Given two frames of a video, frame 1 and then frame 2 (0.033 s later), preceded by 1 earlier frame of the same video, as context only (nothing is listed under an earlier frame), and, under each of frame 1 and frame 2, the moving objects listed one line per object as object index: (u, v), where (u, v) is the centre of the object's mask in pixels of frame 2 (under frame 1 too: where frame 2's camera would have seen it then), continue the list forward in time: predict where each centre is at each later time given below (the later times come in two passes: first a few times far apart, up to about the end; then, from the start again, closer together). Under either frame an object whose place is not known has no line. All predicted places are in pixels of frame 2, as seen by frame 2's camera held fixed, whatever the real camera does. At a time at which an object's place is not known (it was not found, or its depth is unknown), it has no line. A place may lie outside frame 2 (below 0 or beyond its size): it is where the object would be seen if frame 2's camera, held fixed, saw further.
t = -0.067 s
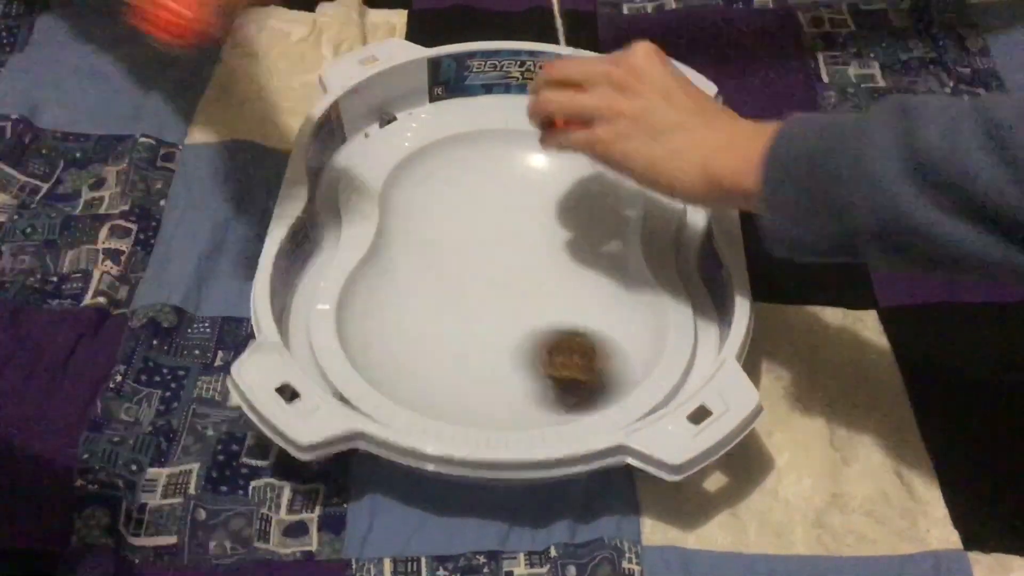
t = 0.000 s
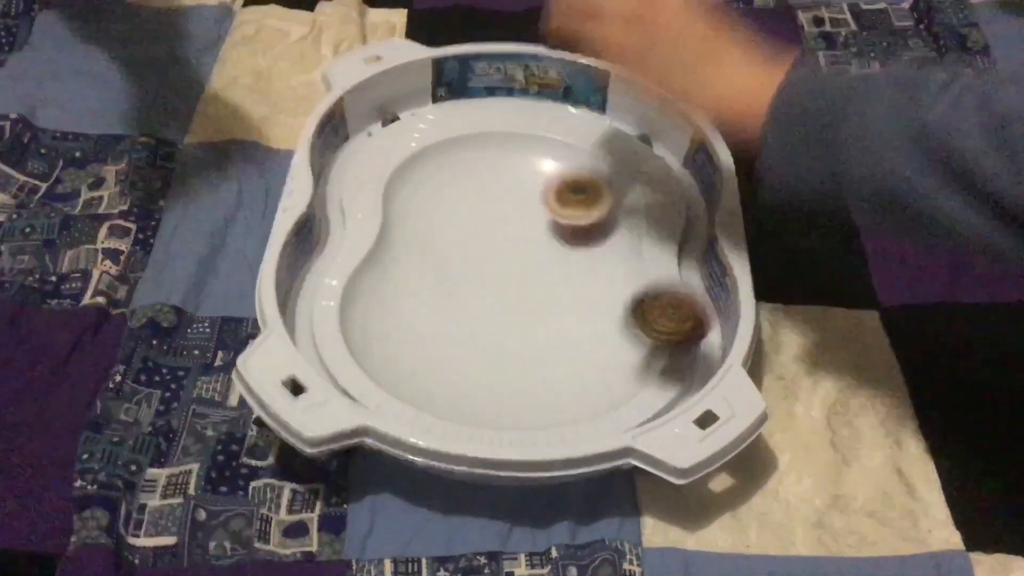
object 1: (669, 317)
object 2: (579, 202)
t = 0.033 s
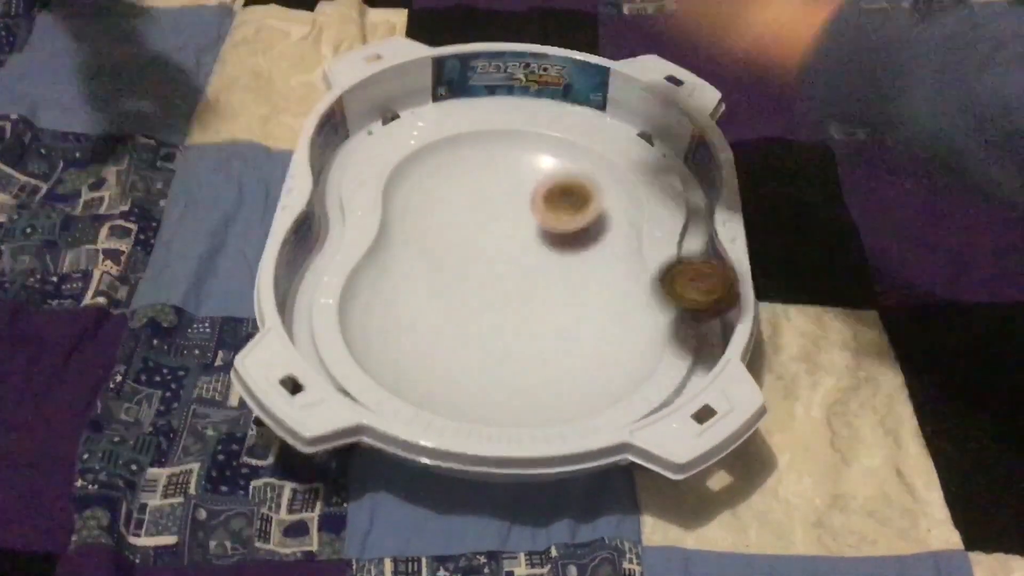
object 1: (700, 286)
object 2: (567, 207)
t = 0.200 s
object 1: (659, 231)
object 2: (485, 217)
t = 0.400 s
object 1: (525, 182)
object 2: (447, 151)
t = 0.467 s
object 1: (532, 185)
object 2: (438, 135)
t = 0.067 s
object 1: (726, 265)
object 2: (553, 214)
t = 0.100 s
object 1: (726, 244)
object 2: (537, 220)
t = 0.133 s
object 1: (716, 231)
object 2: (520, 222)
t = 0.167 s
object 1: (688, 226)
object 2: (502, 221)
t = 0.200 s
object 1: (659, 231)
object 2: (485, 217)
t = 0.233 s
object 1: (639, 225)
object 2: (471, 208)
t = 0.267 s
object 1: (617, 218)
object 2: (457, 198)
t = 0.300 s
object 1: (595, 218)
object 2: (447, 188)
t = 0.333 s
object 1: (570, 207)
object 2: (442, 176)
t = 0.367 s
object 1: (548, 194)
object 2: (441, 163)
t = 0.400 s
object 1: (525, 182)
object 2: (447, 151)
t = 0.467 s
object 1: (532, 185)
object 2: (438, 135)
